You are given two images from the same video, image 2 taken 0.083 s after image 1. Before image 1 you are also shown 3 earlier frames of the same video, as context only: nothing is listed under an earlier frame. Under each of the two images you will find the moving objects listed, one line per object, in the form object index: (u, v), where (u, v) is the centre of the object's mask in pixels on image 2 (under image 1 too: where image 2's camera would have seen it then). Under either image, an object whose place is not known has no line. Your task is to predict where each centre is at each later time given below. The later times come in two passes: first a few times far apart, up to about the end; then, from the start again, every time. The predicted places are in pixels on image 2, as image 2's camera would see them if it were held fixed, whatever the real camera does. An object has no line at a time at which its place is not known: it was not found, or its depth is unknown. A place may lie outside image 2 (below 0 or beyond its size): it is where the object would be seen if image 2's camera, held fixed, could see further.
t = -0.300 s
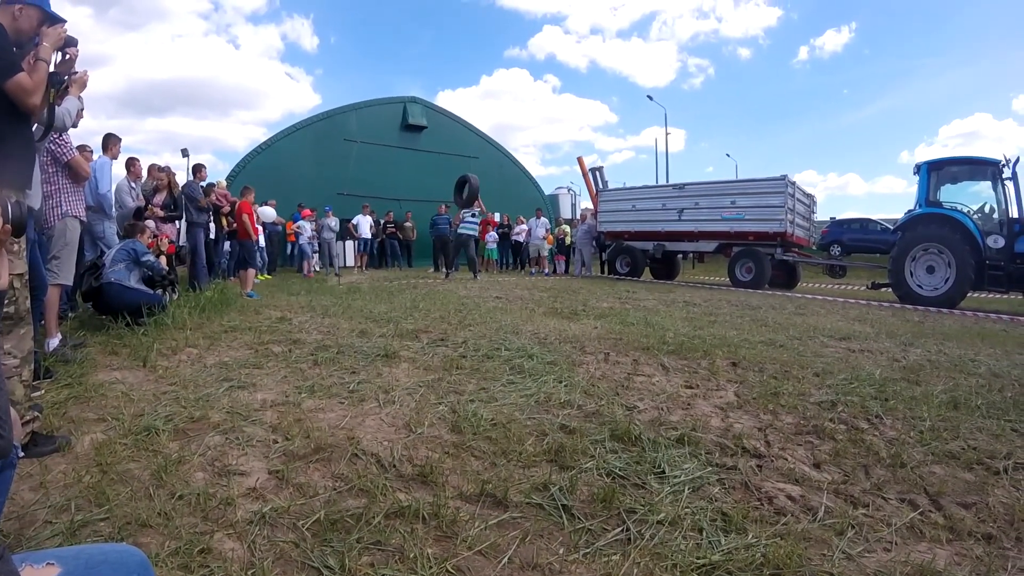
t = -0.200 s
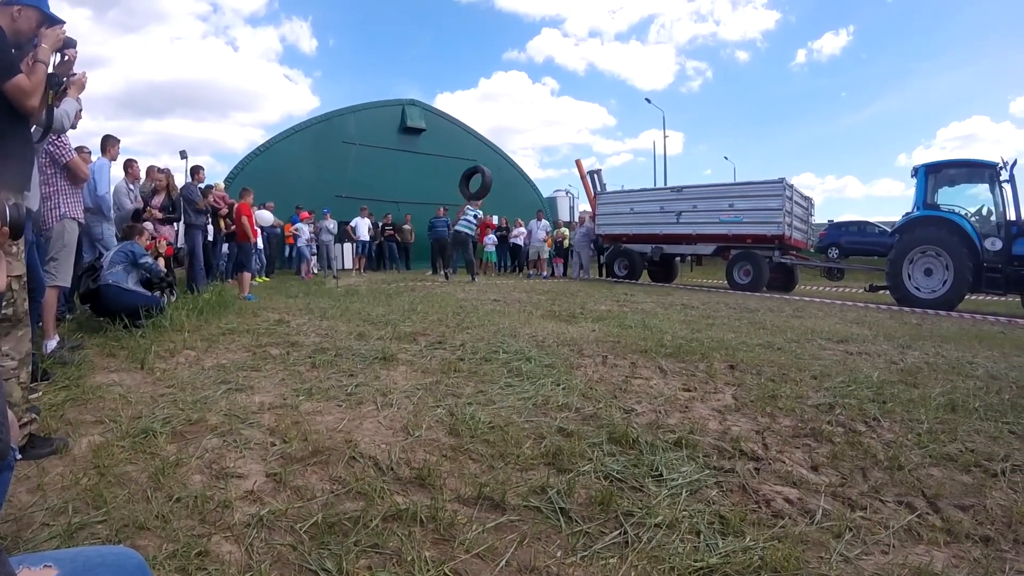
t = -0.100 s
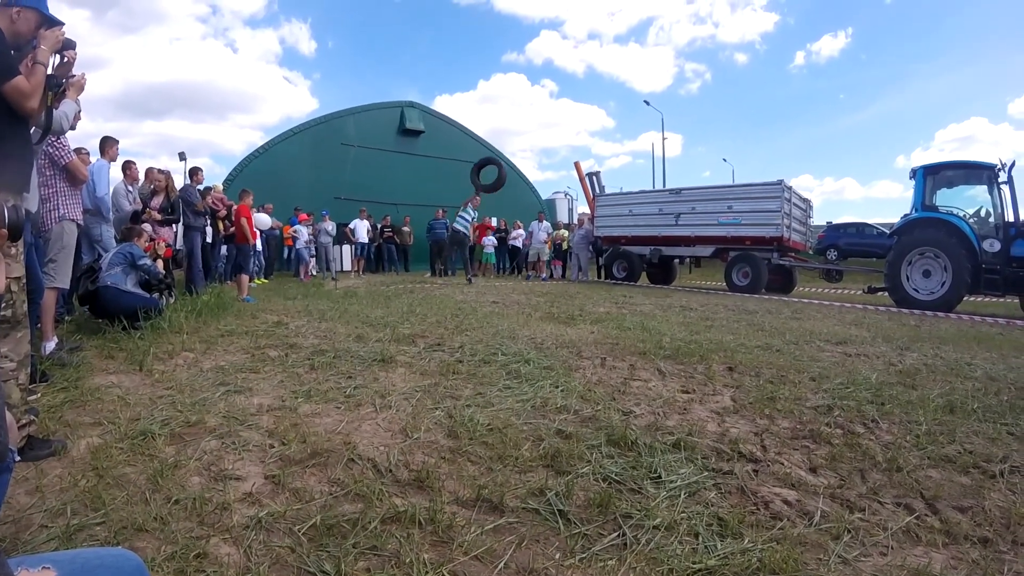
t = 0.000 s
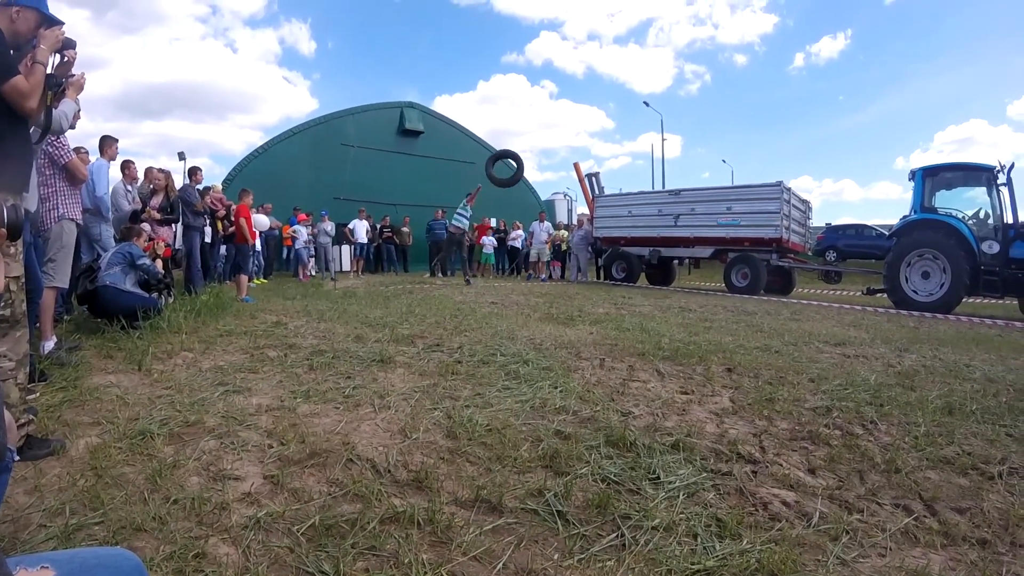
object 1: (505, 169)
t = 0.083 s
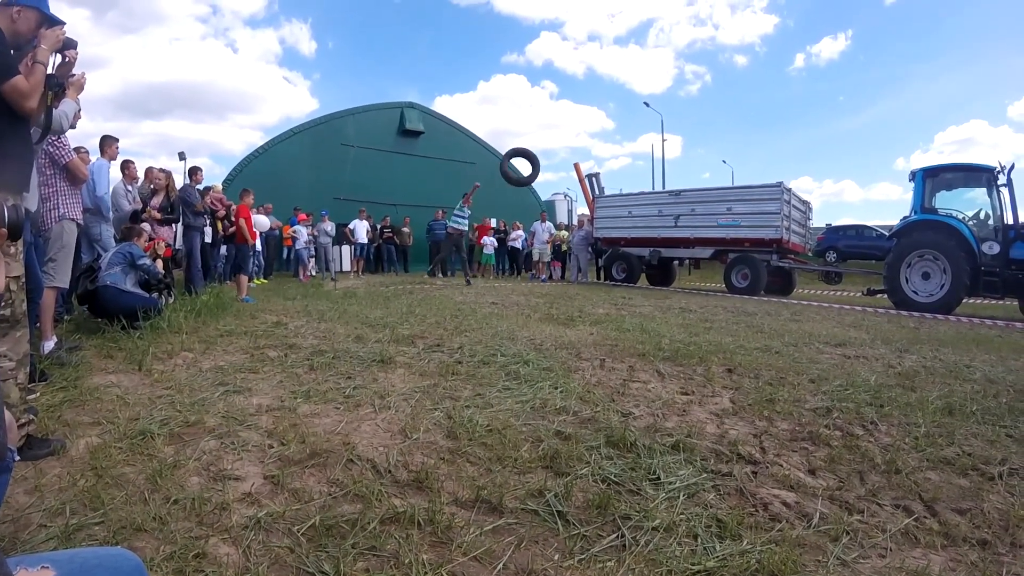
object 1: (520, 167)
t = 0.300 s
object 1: (563, 182)
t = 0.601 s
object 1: (640, 263)
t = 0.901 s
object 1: (663, 241)
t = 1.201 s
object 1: (673, 231)
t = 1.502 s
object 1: (685, 302)
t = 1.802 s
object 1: (697, 309)
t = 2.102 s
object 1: (695, 320)
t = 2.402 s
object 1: (644, 352)
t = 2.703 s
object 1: (546, 342)
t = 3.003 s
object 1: (420, 363)
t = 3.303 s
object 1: (300, 378)
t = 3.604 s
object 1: (292, 339)
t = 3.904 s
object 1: (341, 372)
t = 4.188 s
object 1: (363, 391)
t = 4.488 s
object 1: (364, 391)
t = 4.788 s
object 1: (365, 391)
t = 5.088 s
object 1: (364, 391)
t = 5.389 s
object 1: (364, 392)
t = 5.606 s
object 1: (364, 392)
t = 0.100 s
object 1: (523, 167)
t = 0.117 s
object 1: (526, 168)
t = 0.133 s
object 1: (529, 168)
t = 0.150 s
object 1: (532, 169)
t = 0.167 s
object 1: (536, 170)
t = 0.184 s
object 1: (539, 170)
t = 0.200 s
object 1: (543, 171)
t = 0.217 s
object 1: (546, 173)
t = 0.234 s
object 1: (549, 174)
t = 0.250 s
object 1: (553, 176)
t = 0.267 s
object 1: (556, 178)
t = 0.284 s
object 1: (560, 180)
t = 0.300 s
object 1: (563, 182)
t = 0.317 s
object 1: (567, 184)
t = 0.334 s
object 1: (571, 187)
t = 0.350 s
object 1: (575, 190)
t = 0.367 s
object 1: (579, 193)
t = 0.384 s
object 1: (583, 197)
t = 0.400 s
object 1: (587, 200)
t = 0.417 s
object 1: (591, 204)
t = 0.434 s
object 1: (595, 208)
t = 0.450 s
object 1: (599, 212)
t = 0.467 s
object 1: (604, 219)
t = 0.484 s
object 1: (607, 222)
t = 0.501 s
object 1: (613, 227)
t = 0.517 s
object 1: (617, 234)
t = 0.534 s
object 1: (623, 241)
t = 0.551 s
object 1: (626, 246)
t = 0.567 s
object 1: (630, 250)
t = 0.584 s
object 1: (636, 257)
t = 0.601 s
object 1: (640, 263)
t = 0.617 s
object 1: (644, 270)
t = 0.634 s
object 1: (649, 278)
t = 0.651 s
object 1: (654, 285)
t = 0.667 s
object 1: (657, 287)
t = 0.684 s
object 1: (658, 285)
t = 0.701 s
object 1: (658, 281)
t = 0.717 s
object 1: (659, 278)
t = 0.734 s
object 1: (659, 274)
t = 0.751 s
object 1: (659, 269)
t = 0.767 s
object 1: (660, 265)
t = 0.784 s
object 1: (661, 262)
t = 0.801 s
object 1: (661, 259)
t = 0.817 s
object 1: (661, 256)
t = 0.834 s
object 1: (662, 251)
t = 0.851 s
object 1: (662, 249)
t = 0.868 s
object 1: (662, 246)
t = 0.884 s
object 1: (663, 243)
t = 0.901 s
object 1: (663, 241)
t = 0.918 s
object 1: (664, 239)
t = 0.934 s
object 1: (664, 236)
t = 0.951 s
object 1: (665, 235)
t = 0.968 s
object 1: (665, 233)
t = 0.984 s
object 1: (666, 231)
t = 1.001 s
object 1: (666, 230)
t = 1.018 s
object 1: (667, 229)
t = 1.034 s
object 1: (667, 228)
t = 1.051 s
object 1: (668, 227)
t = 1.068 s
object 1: (669, 226)
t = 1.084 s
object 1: (669, 226)
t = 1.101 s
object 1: (670, 226)
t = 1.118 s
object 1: (670, 226)
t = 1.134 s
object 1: (671, 227)
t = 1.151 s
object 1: (672, 228)
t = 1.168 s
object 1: (672, 228)
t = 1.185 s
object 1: (672, 230)
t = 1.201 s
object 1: (673, 231)
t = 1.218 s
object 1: (674, 233)
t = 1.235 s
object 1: (674, 235)
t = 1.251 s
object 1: (675, 238)
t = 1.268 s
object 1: (676, 242)
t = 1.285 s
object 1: (676, 245)
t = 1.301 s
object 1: (677, 249)
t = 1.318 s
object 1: (677, 253)
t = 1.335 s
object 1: (677, 257)
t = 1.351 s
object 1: (678, 262)
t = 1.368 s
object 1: (679, 267)
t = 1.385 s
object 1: (680, 272)
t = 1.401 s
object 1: (680, 278)
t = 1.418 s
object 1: (680, 285)
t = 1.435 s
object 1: (681, 291)
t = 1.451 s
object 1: (682, 297)
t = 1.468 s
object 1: (683, 301)
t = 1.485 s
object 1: (684, 302)
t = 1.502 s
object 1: (685, 302)
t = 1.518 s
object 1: (686, 301)
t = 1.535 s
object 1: (687, 302)
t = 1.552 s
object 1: (688, 302)
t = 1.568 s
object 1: (689, 303)
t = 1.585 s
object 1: (690, 305)
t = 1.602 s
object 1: (689, 308)
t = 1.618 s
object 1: (691, 310)
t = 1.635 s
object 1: (691, 311)
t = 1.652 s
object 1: (692, 311)
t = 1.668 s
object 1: (693, 310)
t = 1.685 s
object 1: (694, 310)
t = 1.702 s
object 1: (694, 309)
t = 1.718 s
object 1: (694, 309)
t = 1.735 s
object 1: (695, 308)
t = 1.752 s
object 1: (695, 308)
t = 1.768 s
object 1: (696, 309)
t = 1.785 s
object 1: (696, 309)
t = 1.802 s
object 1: (697, 309)
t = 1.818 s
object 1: (697, 308)
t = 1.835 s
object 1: (697, 308)
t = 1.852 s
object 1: (697, 308)
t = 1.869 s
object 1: (697, 308)
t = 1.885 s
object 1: (698, 309)
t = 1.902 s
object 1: (698, 310)
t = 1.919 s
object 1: (699, 311)
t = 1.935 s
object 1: (700, 312)
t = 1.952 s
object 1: (700, 311)
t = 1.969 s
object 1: (700, 311)
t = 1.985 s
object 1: (700, 311)
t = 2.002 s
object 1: (699, 310)
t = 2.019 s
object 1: (699, 311)
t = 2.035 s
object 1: (698, 311)
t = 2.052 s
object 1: (698, 313)
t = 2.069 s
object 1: (697, 315)
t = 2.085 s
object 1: (696, 317)
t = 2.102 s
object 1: (695, 320)
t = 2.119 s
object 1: (694, 324)
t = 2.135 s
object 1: (693, 329)
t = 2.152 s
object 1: (692, 333)
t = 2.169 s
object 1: (690, 336)
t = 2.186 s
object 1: (686, 340)
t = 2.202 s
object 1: (684, 342)
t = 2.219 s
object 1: (681, 345)
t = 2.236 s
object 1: (679, 349)
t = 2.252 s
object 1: (676, 352)
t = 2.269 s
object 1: (673, 353)
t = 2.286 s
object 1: (670, 353)
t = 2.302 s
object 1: (667, 354)
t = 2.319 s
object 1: (664, 355)
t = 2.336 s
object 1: (661, 356)
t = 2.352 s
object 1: (657, 356)
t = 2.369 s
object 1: (653, 356)
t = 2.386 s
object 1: (649, 354)
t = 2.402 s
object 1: (644, 352)
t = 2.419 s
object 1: (639, 349)
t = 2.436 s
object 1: (634, 346)
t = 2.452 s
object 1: (630, 344)
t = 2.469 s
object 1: (625, 343)
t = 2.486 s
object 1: (619, 342)
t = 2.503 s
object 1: (614, 341)
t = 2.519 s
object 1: (609, 340)
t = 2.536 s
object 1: (604, 339)
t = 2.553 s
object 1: (598, 339)
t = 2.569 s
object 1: (593, 339)
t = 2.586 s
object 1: (587, 339)
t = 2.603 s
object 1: (582, 340)
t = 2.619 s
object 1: (576, 340)
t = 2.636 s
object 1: (570, 341)
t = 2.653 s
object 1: (564, 341)
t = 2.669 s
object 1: (558, 341)
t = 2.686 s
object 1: (552, 342)
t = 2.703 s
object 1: (546, 342)
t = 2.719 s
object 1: (539, 342)
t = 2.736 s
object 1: (533, 344)
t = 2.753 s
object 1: (527, 344)
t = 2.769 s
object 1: (520, 344)
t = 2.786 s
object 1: (514, 345)
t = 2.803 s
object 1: (507, 346)
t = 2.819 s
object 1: (501, 347)
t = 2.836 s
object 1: (494, 349)
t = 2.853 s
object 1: (487, 350)
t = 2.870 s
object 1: (480, 352)
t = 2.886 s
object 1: (473, 354)
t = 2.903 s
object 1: (465, 355)
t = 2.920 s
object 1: (458, 355)
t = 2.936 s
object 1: (450, 356)
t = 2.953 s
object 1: (443, 357)
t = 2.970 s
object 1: (435, 359)
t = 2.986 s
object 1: (427, 361)
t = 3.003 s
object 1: (420, 363)
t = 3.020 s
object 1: (412, 365)
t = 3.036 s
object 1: (405, 367)
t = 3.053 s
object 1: (397, 370)
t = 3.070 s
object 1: (389, 373)
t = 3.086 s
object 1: (382, 376)
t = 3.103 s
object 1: (374, 379)
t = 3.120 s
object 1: (367, 382)
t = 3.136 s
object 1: (360, 386)
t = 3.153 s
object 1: (353, 388)
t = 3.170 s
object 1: (346, 390)
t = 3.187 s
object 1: (340, 391)
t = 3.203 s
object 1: (333, 391)
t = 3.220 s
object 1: (327, 390)
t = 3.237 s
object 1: (321, 388)
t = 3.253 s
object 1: (315, 386)
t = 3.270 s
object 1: (309, 383)
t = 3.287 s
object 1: (304, 381)
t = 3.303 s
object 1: (300, 378)
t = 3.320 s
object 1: (297, 374)
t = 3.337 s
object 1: (294, 370)
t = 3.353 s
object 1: (290, 365)
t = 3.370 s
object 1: (287, 360)
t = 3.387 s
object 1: (286, 357)
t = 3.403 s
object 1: (284, 355)
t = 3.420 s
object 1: (284, 353)
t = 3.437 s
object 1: (284, 351)
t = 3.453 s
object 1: (284, 349)
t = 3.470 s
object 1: (284, 347)
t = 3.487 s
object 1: (284, 346)
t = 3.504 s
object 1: (285, 344)
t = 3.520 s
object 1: (286, 343)
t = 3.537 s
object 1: (287, 341)
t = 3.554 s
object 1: (288, 341)
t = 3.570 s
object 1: (289, 340)
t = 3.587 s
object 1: (291, 340)
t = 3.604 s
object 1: (292, 339)
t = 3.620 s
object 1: (294, 339)
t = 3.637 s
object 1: (295, 339)
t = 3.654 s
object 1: (297, 339)
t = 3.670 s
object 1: (299, 340)
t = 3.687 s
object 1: (301, 340)
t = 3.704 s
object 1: (303, 341)
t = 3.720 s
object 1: (306, 341)
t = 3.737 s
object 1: (308, 343)
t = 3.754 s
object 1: (311, 344)
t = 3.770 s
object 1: (314, 345)
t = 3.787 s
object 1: (317, 347)
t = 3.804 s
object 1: (320, 349)
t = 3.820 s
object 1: (323, 351)
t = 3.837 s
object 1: (326, 354)
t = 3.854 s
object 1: (330, 358)
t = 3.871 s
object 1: (334, 363)
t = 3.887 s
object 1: (338, 368)
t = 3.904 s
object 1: (341, 372)
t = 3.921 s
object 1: (345, 377)
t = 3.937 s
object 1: (348, 382)
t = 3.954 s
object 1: (350, 385)
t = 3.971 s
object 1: (352, 385)
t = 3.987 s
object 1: (354, 384)
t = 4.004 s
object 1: (355, 383)
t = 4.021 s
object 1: (356, 383)
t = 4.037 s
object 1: (357, 383)
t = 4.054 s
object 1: (358, 383)
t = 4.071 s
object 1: (359, 383)
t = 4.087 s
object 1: (359, 384)
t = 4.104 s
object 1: (360, 384)
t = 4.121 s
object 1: (360, 385)
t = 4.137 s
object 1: (361, 387)
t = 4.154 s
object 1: (361, 388)
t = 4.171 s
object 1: (362, 389)
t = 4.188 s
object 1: (363, 391)
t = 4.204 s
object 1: (363, 391)
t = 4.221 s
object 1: (363, 391)
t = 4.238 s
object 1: (364, 391)
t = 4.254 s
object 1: (364, 391)
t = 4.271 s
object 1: (364, 391)
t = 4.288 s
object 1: (364, 391)
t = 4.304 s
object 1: (364, 391)
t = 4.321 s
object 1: (364, 391)
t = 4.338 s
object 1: (364, 391)
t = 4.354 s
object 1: (364, 391)
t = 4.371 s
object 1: (364, 391)
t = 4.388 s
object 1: (364, 391)
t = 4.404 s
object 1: (364, 391)
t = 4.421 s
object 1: (364, 391)
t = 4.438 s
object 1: (364, 391)
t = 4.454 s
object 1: (364, 391)
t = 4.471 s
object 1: (364, 391)
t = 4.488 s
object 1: (364, 391)
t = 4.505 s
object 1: (364, 391)
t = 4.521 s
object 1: (364, 391)
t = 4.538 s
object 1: (364, 391)
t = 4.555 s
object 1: (364, 391)
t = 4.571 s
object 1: (364, 391)
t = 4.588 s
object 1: (365, 391)
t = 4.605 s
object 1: (364, 391)
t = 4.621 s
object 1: (364, 391)
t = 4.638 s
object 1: (365, 391)
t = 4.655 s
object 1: (365, 391)
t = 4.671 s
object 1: (365, 391)
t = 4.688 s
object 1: (365, 391)
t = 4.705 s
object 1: (365, 391)
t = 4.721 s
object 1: (365, 391)
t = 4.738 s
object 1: (365, 391)
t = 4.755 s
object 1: (365, 391)
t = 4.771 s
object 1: (365, 391)
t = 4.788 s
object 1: (365, 391)
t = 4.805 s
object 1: (365, 391)
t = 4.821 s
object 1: (365, 391)
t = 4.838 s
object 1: (365, 391)
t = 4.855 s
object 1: (365, 391)
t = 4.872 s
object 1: (365, 391)
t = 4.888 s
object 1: (364, 391)
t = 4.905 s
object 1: (365, 392)
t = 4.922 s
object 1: (365, 391)
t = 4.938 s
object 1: (365, 391)
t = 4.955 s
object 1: (365, 391)
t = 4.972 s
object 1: (364, 391)
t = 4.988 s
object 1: (364, 391)
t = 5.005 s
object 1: (364, 391)
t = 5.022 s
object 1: (364, 392)
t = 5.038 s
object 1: (364, 392)
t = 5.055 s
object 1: (364, 391)
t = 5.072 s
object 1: (364, 391)
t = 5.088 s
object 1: (364, 391)
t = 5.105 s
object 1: (364, 391)
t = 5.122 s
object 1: (364, 392)
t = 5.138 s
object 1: (364, 392)
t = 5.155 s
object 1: (364, 392)
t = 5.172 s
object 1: (365, 392)
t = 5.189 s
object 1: (364, 391)
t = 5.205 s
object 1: (364, 392)
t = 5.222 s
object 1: (364, 392)
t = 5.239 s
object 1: (364, 392)
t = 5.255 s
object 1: (364, 391)
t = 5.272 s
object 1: (364, 392)
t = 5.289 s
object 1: (364, 392)
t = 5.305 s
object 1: (364, 392)
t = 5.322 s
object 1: (364, 392)
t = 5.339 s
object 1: (364, 392)
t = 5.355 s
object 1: (364, 392)
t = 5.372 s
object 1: (365, 392)
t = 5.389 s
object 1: (364, 392)
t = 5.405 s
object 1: (364, 392)
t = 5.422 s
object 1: (364, 392)
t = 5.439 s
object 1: (365, 392)
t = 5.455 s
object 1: (365, 392)
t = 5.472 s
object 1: (365, 392)
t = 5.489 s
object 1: (364, 392)
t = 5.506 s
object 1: (364, 392)
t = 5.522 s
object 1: (364, 392)
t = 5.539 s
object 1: (364, 392)
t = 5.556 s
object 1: (364, 392)
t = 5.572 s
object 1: (364, 392)
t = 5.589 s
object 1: (364, 392)
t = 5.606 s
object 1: (364, 392)
